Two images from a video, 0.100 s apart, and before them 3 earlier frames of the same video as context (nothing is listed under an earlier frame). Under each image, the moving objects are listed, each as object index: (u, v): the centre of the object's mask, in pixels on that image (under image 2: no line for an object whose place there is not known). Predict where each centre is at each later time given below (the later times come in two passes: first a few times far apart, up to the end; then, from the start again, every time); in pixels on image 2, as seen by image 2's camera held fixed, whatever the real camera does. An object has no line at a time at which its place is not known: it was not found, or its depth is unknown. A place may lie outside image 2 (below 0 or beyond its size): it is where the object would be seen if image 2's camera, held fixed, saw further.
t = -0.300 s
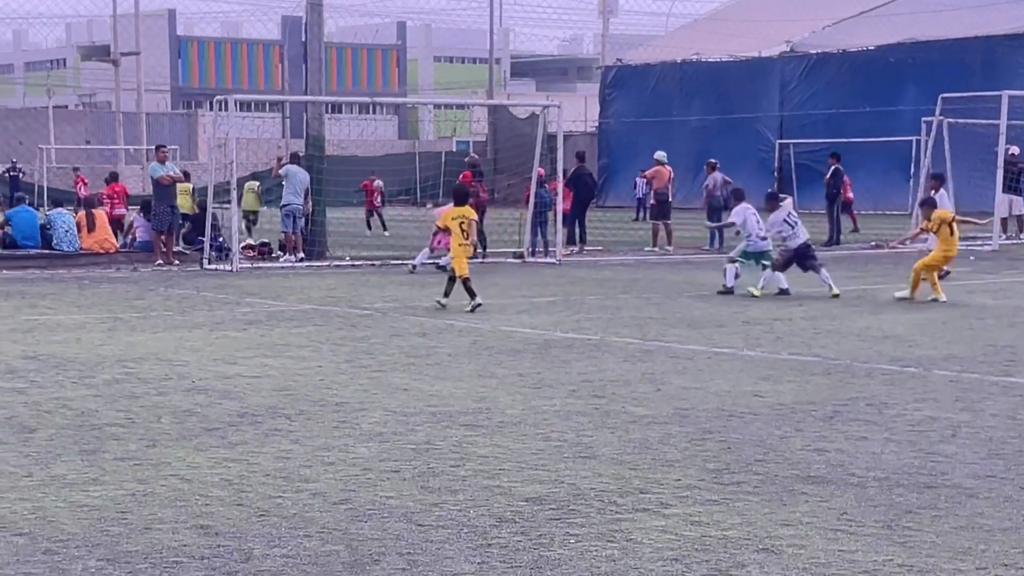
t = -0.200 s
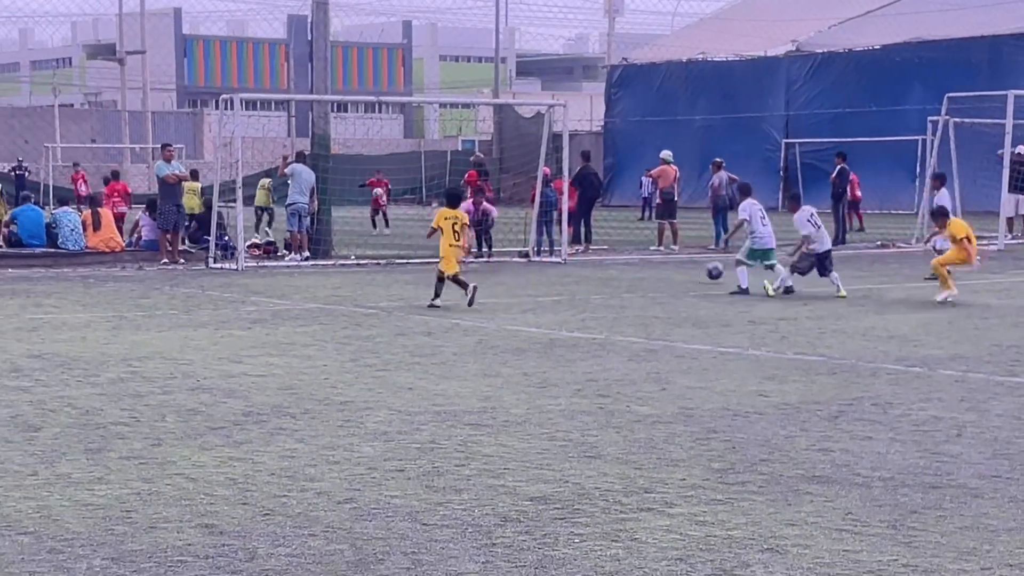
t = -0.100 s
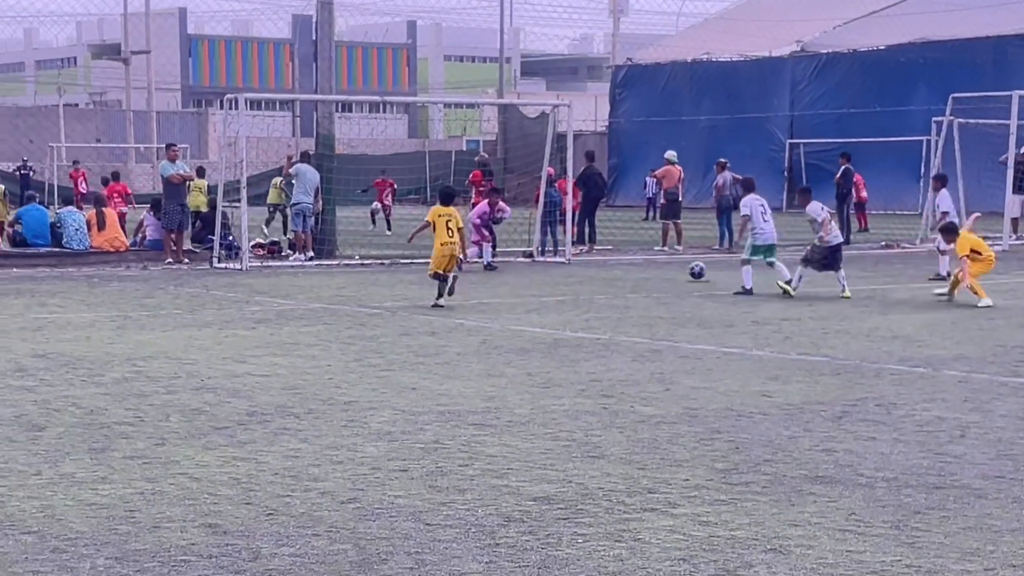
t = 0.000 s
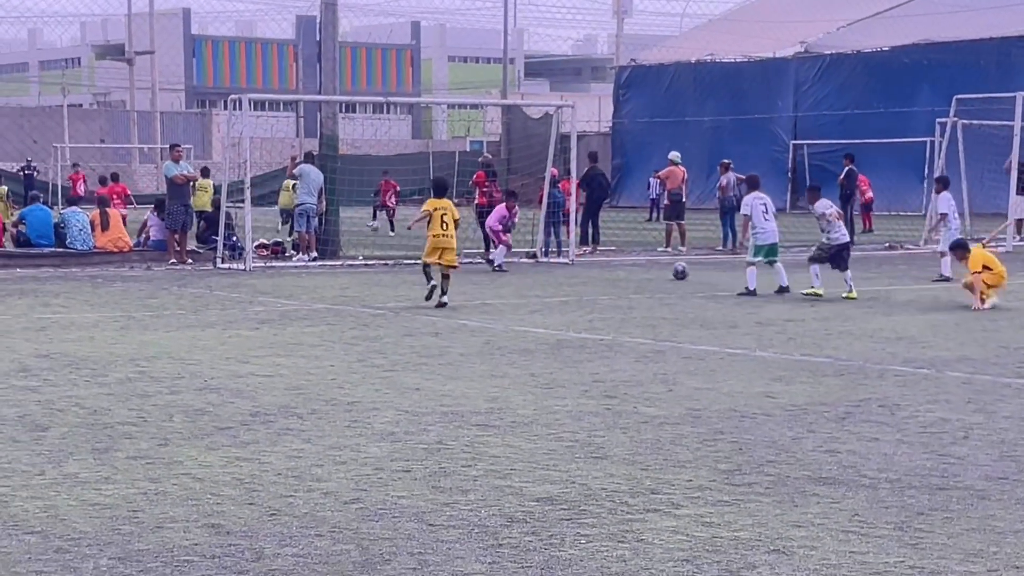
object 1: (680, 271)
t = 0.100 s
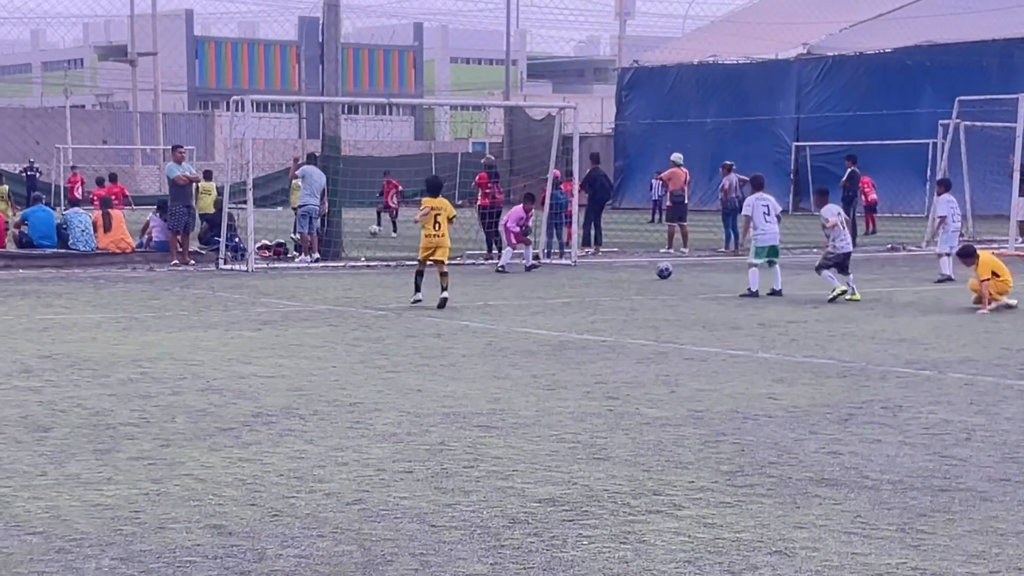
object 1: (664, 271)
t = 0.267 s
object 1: (636, 269)
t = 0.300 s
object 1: (630, 269)
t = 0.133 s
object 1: (658, 271)
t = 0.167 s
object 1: (652, 270)
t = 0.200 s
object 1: (646, 270)
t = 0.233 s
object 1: (641, 270)
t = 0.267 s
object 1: (636, 269)
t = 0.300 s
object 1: (630, 269)
